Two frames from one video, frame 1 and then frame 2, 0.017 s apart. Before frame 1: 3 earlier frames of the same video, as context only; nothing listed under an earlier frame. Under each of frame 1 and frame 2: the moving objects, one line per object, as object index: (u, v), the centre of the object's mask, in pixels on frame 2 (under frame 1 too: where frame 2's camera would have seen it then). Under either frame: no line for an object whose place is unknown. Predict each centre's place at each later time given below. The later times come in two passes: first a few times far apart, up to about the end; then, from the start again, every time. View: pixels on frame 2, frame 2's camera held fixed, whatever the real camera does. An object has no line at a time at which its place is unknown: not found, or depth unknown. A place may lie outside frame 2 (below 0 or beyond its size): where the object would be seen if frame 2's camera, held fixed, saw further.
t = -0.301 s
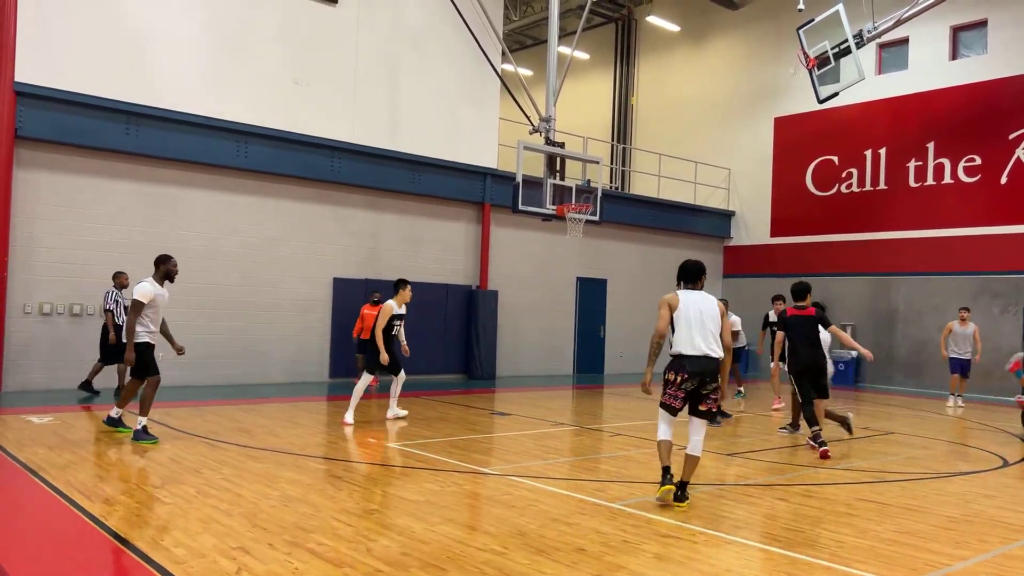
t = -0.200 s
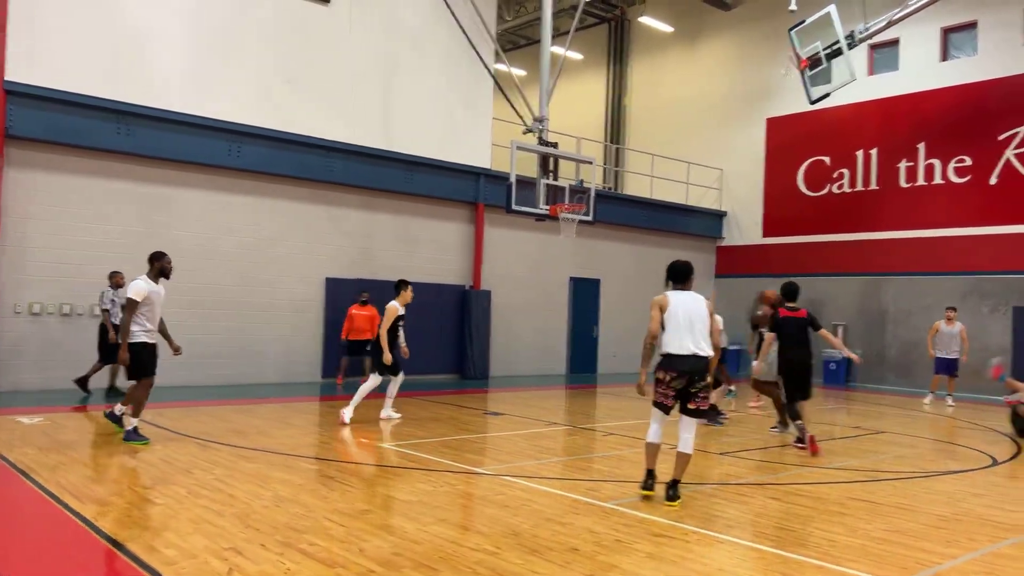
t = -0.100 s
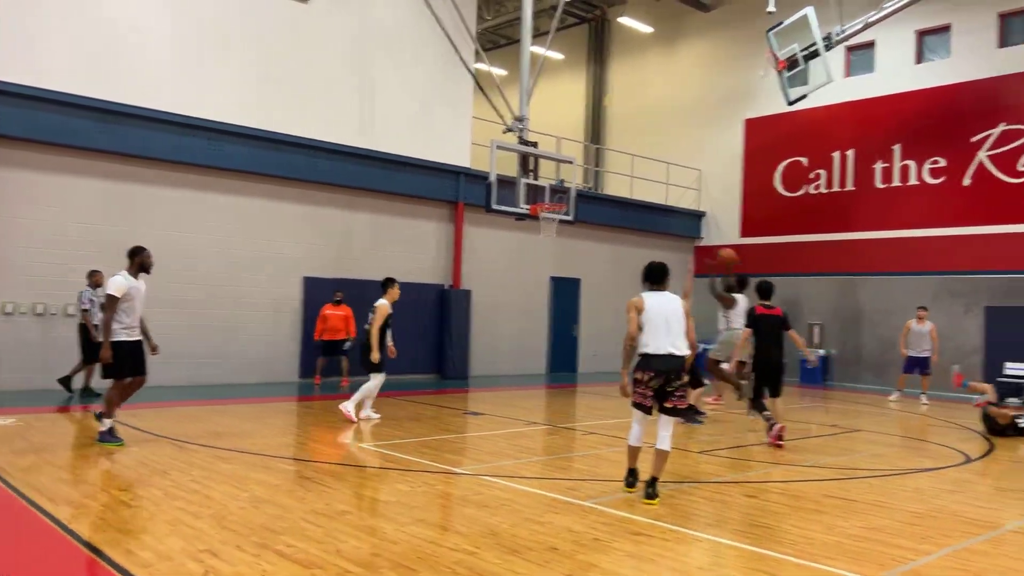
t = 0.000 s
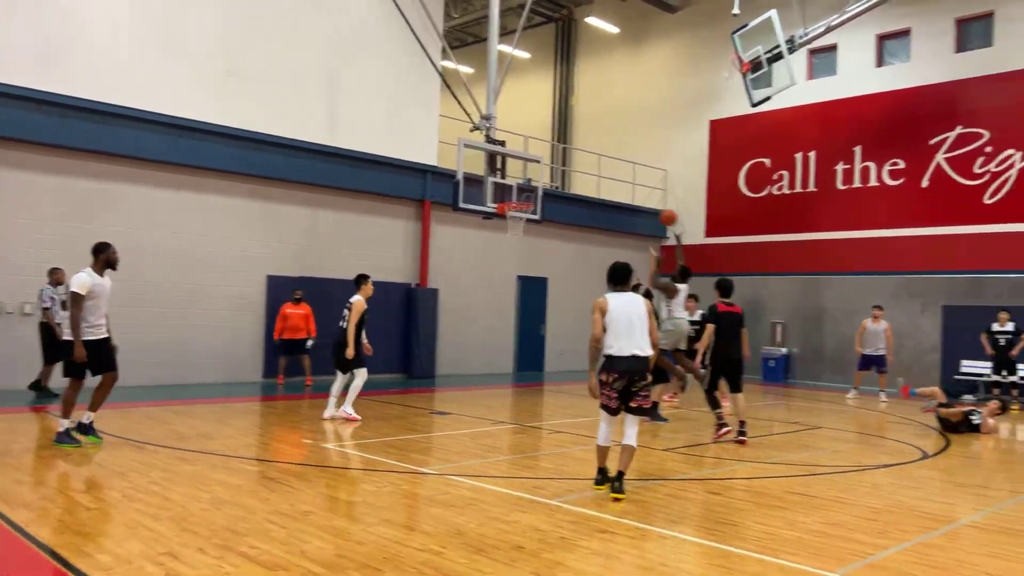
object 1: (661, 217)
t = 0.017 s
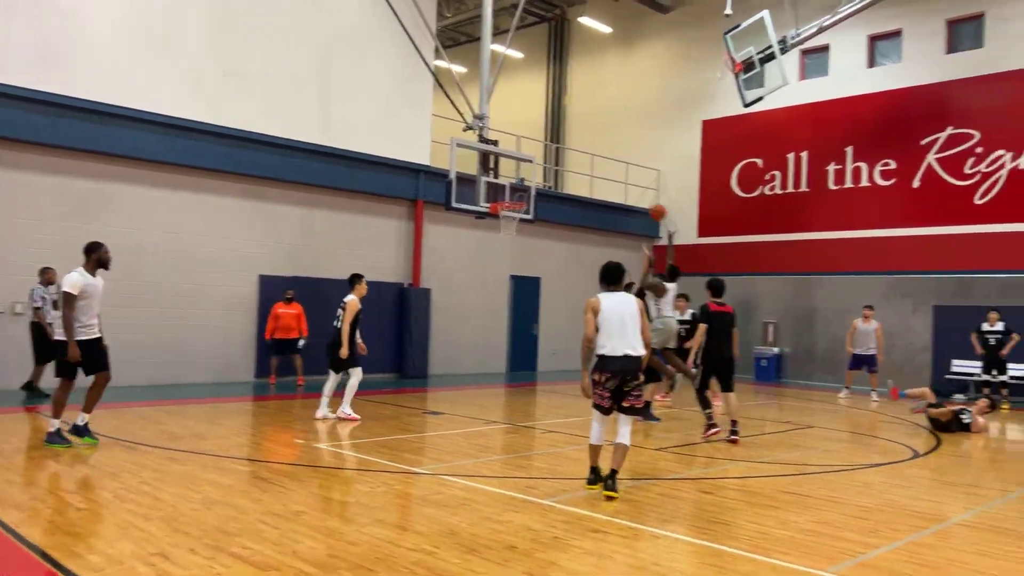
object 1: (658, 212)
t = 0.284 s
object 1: (600, 151)
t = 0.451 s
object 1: (566, 140)
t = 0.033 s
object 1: (655, 207)
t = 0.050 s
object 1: (650, 201)
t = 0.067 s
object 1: (646, 196)
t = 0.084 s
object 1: (642, 191)
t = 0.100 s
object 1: (639, 187)
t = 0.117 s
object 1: (635, 182)
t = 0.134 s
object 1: (632, 178)
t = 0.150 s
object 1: (629, 174)
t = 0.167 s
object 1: (625, 171)
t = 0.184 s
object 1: (621, 167)
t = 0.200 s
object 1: (617, 164)
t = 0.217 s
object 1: (614, 161)
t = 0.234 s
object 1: (610, 158)
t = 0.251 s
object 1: (607, 156)
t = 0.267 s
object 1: (603, 153)
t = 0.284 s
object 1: (600, 151)
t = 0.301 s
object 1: (596, 149)
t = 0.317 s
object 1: (593, 147)
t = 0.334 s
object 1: (589, 145)
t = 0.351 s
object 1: (585, 144)
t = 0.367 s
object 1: (582, 143)
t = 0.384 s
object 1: (579, 142)
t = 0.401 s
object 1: (576, 141)
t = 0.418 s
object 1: (572, 140)
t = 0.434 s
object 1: (569, 140)
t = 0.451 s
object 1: (566, 140)
